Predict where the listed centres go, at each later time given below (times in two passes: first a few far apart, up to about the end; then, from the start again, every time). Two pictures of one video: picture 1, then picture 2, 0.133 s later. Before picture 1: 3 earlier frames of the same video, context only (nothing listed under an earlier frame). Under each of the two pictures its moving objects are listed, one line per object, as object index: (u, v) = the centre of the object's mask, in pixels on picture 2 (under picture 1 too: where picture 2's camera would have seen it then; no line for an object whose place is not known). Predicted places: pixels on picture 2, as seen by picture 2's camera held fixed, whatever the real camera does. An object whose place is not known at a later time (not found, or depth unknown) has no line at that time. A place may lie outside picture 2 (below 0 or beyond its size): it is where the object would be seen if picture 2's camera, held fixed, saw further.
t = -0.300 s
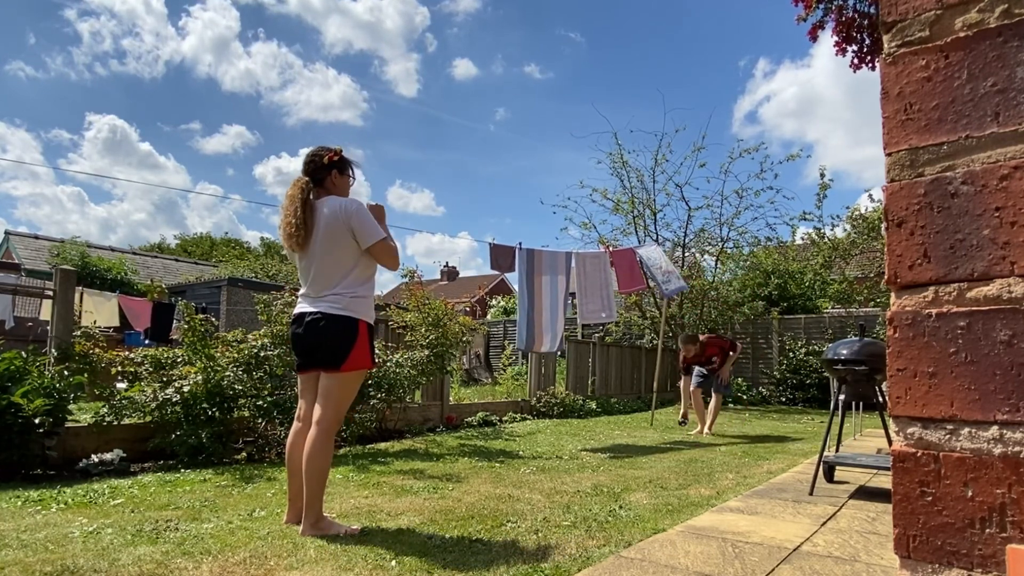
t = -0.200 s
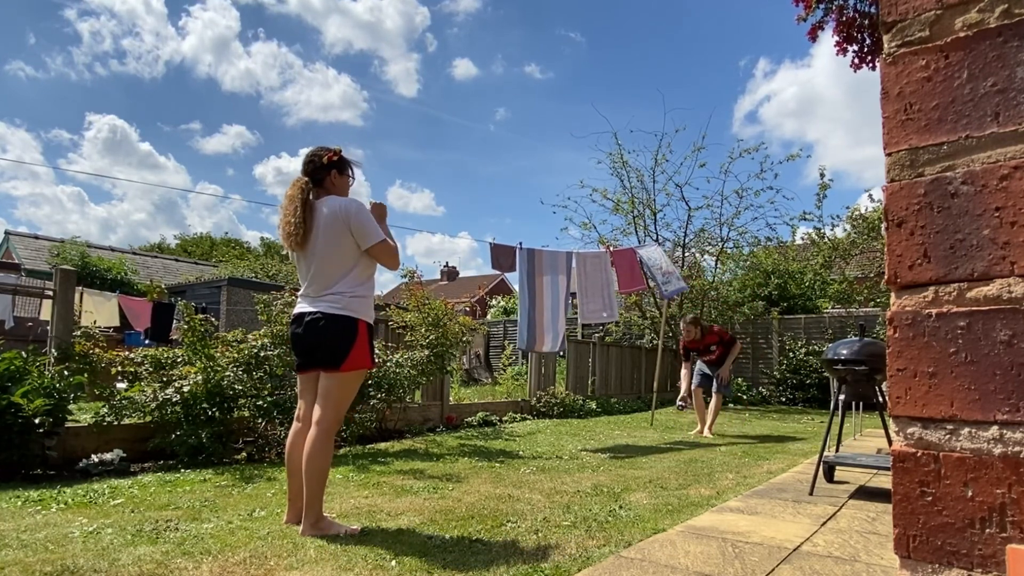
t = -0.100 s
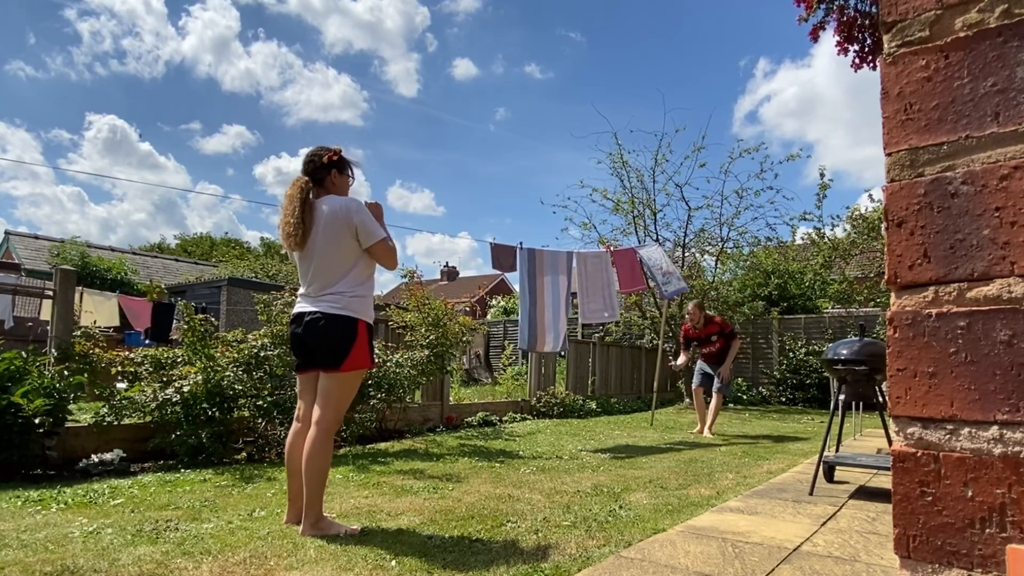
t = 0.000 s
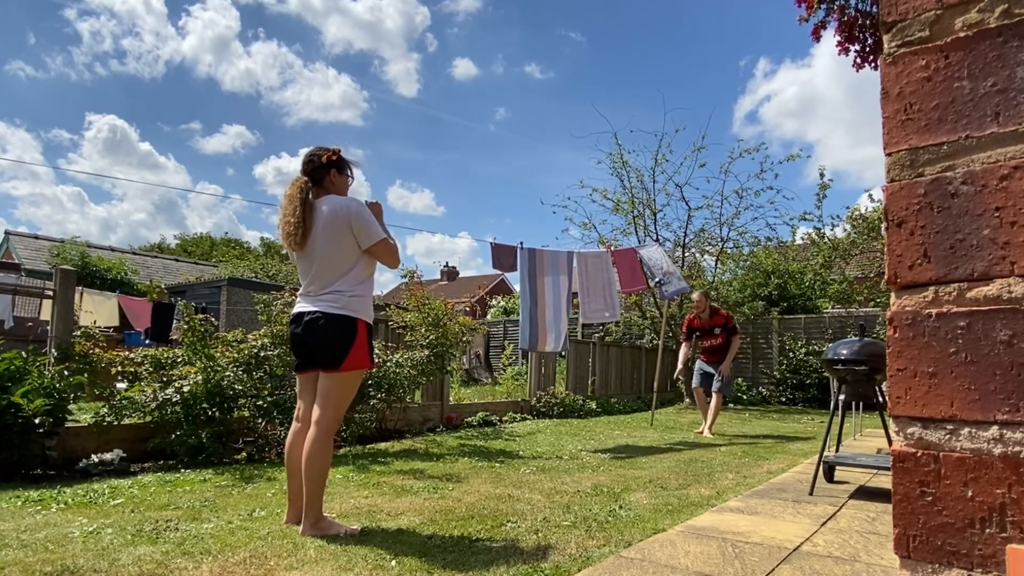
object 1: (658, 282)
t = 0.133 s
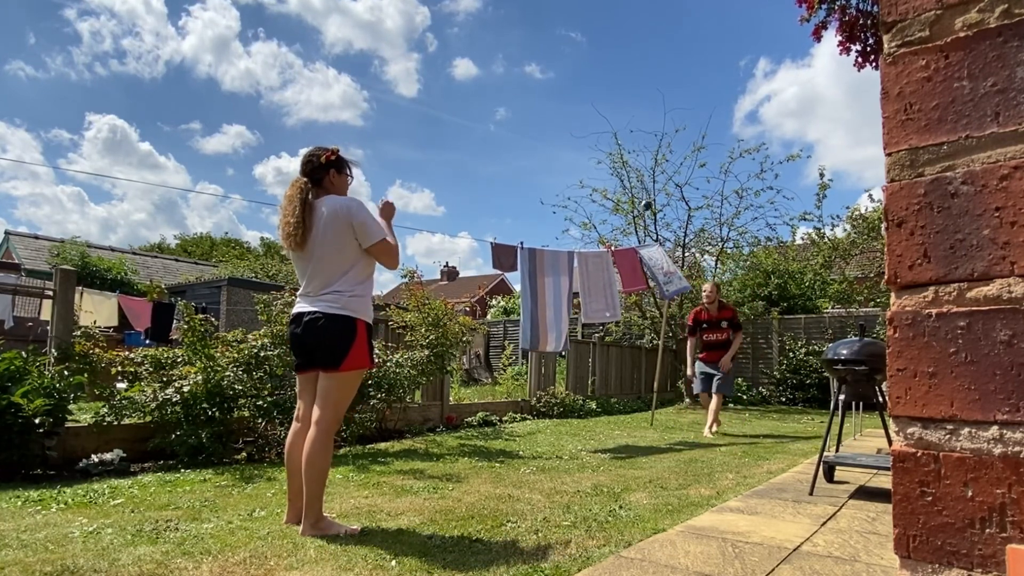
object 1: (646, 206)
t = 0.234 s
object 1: (637, 157)
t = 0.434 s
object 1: (614, 86)
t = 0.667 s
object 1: (581, 51)
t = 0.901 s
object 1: (541, 87)
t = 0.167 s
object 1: (644, 188)
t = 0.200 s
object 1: (640, 172)
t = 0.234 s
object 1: (637, 157)
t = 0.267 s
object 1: (633, 143)
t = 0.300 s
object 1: (630, 129)
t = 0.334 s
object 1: (625, 117)
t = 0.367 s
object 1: (622, 105)
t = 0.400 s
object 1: (618, 95)
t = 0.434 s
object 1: (614, 86)
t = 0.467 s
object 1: (609, 77)
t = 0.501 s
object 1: (605, 70)
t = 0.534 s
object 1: (601, 64)
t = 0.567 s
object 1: (596, 58)
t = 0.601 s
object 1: (591, 55)
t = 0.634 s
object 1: (586, 52)
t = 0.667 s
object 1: (581, 51)
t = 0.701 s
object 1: (576, 52)
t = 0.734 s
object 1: (570, 53)
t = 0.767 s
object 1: (565, 56)
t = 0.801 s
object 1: (559, 62)
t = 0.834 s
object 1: (553, 69)
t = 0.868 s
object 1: (547, 77)
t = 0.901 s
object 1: (541, 87)
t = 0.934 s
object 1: (534, 100)
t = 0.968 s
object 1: (528, 114)
